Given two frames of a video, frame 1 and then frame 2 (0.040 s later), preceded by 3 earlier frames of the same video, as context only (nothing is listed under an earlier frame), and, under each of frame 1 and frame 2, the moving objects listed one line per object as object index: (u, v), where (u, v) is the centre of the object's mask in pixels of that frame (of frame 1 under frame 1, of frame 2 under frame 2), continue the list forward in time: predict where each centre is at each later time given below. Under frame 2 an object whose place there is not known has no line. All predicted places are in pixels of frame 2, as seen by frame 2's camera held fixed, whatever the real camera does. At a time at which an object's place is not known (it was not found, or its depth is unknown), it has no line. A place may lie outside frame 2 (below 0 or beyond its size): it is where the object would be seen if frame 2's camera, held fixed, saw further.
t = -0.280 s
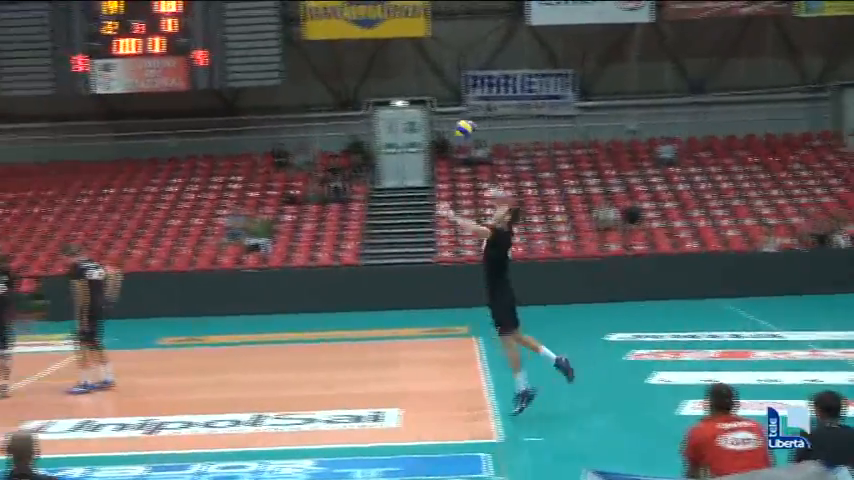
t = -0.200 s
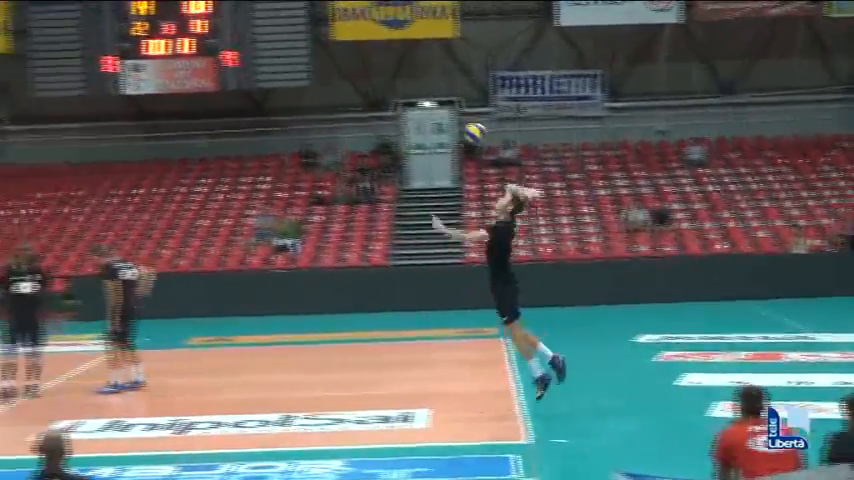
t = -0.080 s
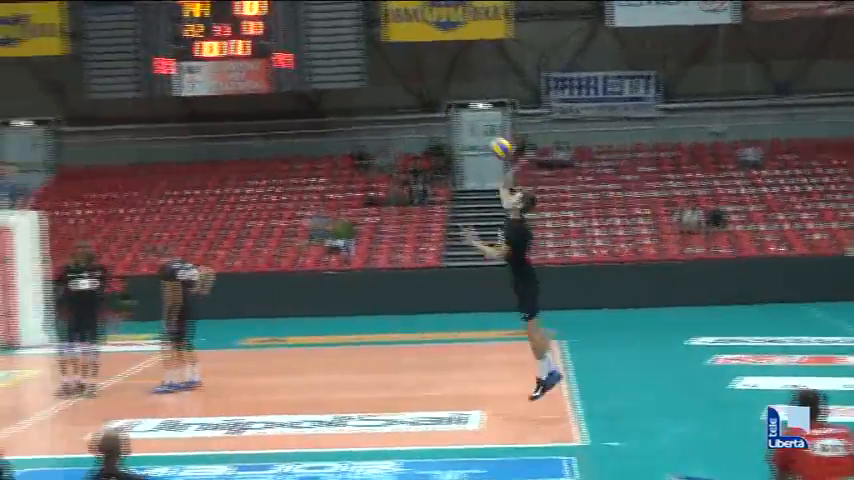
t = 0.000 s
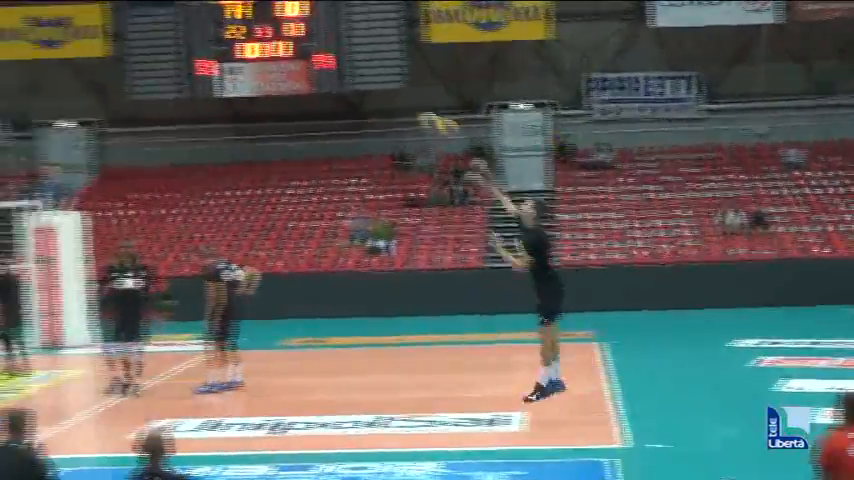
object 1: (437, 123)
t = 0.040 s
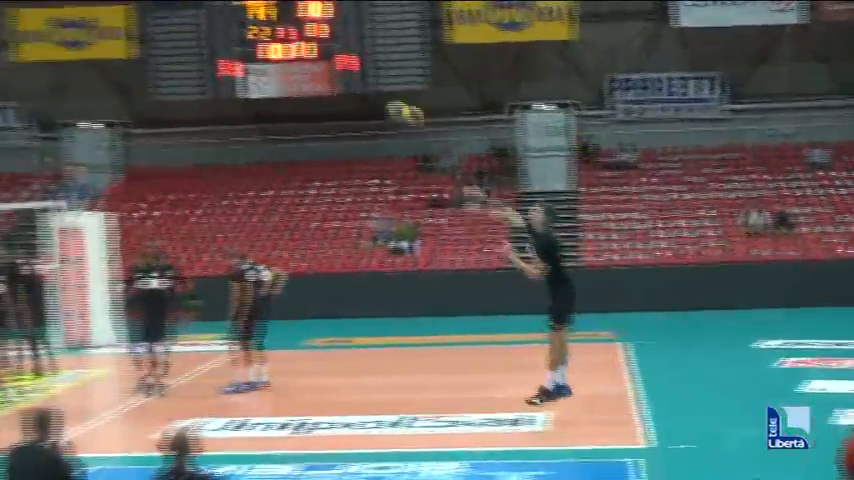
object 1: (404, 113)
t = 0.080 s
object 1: (351, 103)
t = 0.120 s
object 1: (298, 93)
